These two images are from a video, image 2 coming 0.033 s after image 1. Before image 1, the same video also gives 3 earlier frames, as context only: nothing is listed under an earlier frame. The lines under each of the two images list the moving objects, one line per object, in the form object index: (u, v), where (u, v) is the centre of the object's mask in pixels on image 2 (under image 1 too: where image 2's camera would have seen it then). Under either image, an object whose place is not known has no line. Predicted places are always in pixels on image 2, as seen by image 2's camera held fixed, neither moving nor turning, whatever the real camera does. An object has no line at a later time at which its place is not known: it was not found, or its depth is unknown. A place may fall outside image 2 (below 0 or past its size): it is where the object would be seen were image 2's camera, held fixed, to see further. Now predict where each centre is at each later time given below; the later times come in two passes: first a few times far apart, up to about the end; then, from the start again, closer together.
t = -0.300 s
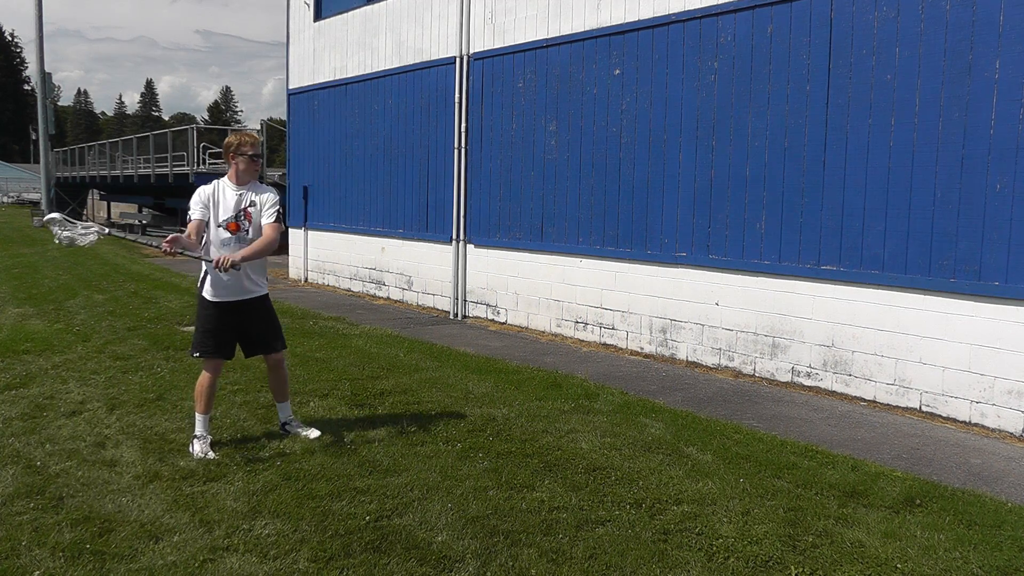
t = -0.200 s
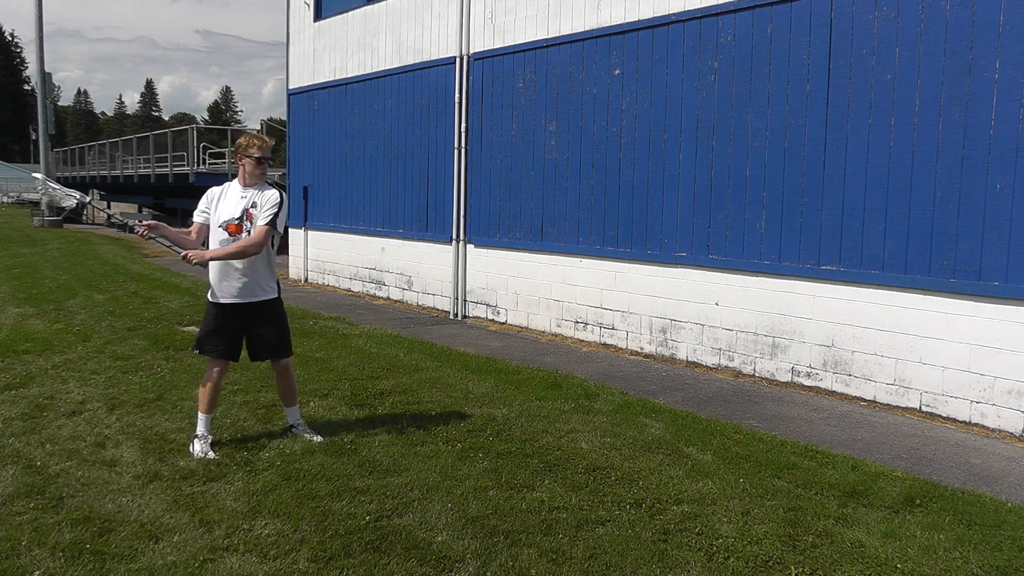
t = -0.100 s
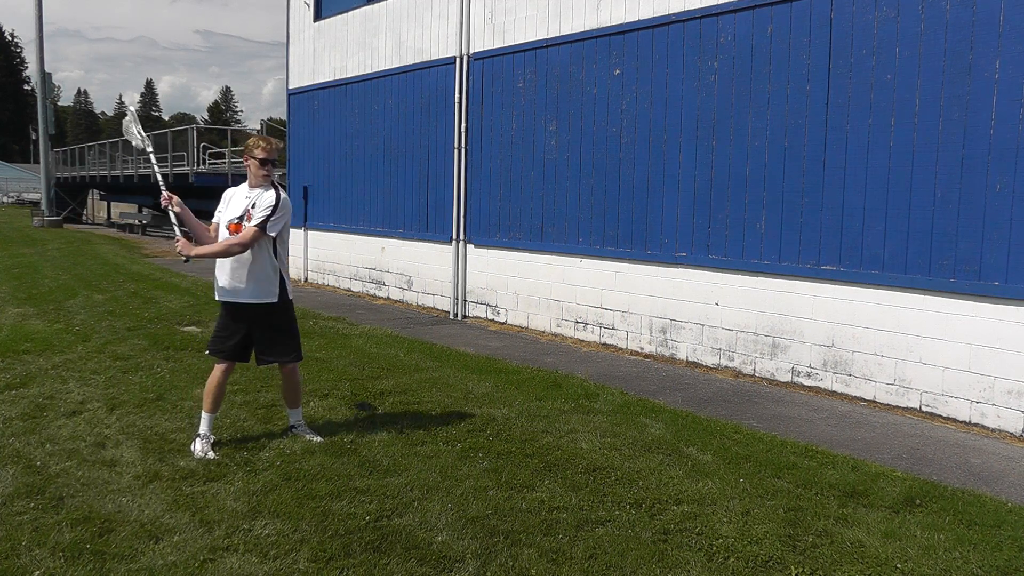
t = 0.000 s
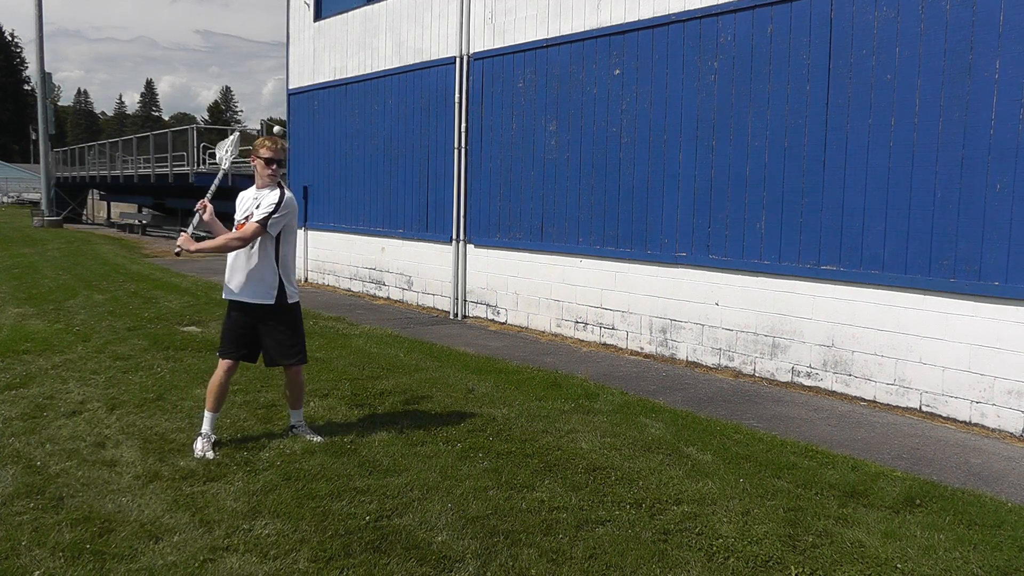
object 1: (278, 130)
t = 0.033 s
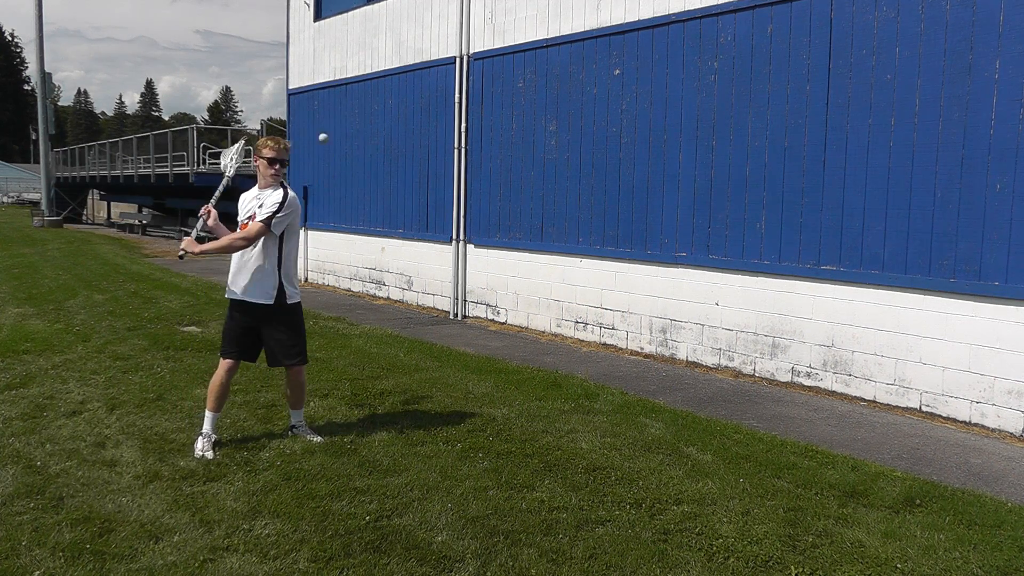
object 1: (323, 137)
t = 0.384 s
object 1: (663, 264)
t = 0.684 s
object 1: (563, 363)
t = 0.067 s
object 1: (366, 147)
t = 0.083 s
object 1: (386, 151)
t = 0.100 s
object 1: (407, 156)
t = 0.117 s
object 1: (425, 161)
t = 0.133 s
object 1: (444, 166)
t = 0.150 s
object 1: (463, 173)
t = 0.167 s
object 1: (480, 177)
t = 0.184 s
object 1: (497, 183)
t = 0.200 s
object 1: (514, 189)
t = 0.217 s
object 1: (530, 196)
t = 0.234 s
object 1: (545, 202)
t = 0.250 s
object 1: (560, 208)
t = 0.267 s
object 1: (575, 215)
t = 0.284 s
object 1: (588, 222)
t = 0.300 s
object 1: (602, 228)
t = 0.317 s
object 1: (615, 235)
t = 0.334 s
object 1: (627, 243)
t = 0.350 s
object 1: (640, 250)
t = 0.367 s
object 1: (652, 257)
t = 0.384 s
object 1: (663, 264)
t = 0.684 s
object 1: (563, 363)
